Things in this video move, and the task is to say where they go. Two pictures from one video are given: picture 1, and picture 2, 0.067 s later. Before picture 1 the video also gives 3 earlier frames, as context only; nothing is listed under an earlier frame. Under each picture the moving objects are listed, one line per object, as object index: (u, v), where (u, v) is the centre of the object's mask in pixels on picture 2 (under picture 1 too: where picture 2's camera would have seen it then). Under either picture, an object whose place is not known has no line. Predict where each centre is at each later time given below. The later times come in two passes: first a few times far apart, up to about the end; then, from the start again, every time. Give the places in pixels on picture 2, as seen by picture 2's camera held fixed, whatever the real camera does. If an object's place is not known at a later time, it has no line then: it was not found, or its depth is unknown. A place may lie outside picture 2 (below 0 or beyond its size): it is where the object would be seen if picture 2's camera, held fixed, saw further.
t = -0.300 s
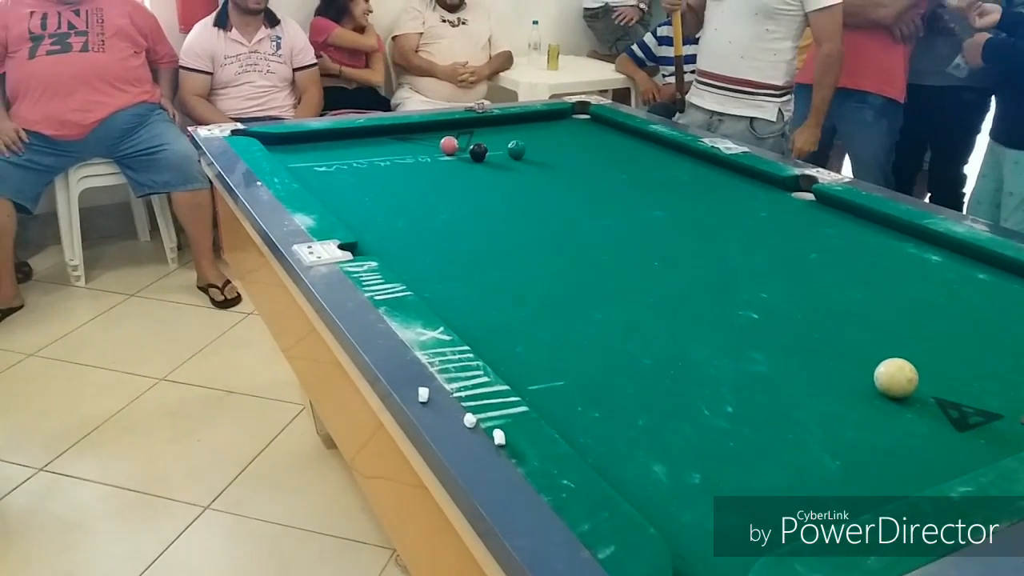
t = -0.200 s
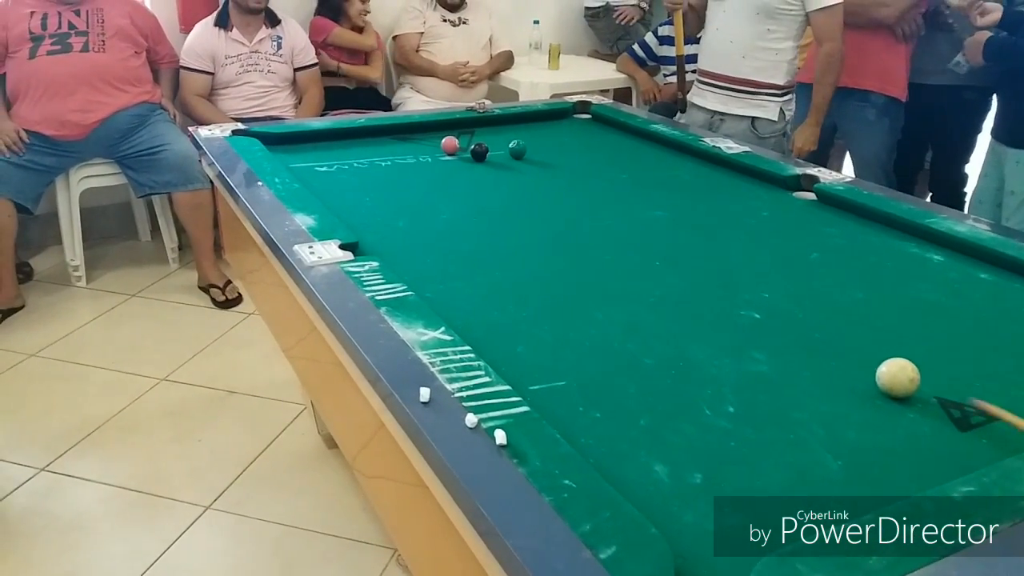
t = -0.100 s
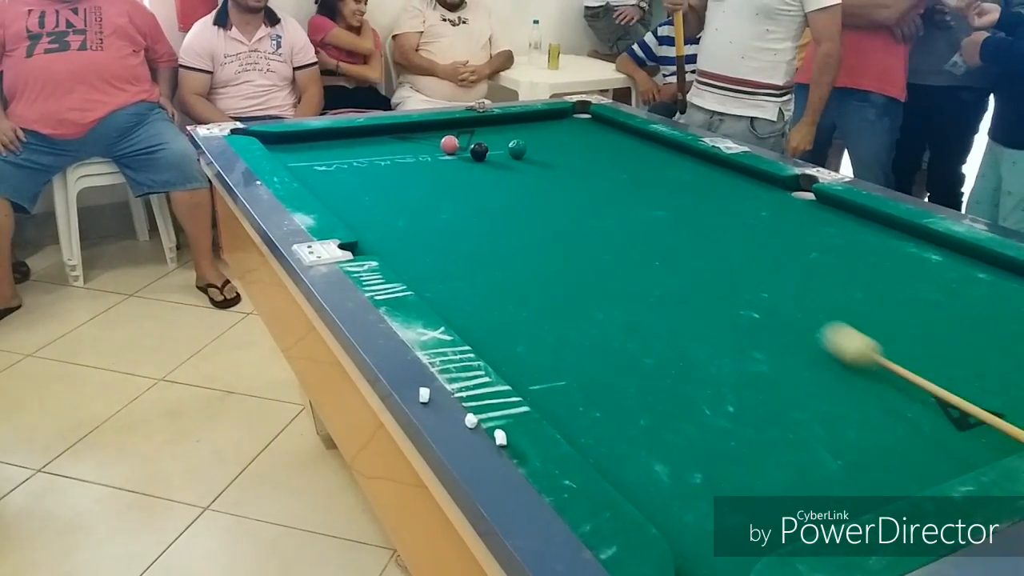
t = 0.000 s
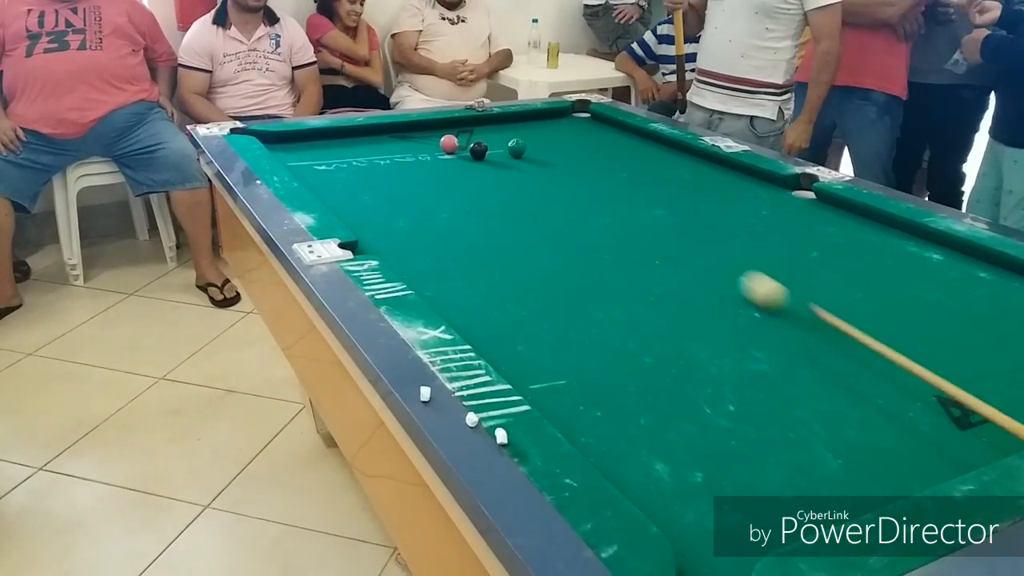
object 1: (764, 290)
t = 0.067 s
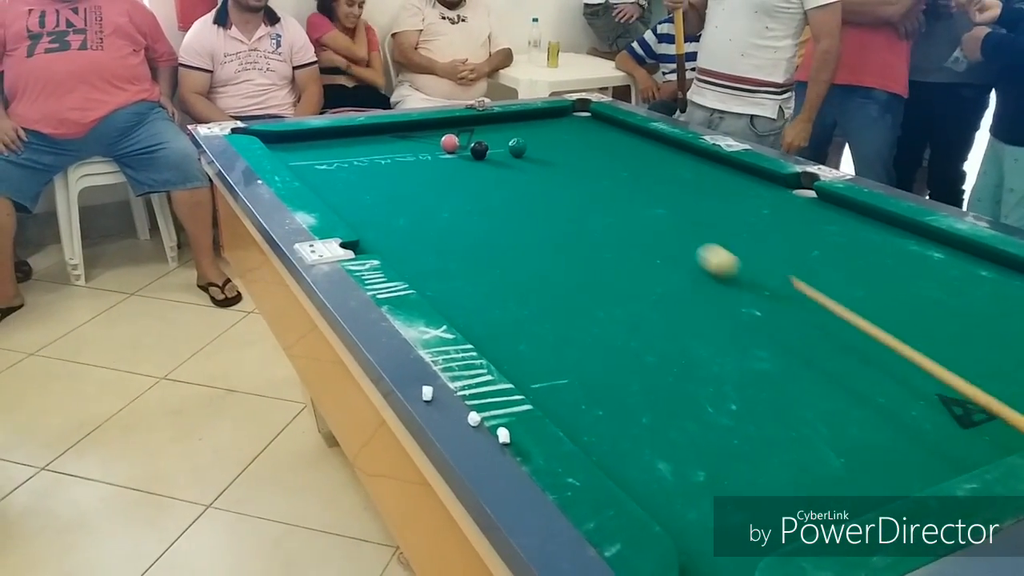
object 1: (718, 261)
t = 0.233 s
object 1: (629, 206)
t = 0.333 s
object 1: (589, 181)
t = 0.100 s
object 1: (698, 248)
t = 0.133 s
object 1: (680, 237)
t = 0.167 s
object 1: (662, 226)
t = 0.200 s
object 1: (645, 216)
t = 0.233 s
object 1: (629, 206)
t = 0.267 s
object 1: (615, 197)
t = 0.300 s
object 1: (601, 189)
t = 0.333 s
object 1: (589, 181)
